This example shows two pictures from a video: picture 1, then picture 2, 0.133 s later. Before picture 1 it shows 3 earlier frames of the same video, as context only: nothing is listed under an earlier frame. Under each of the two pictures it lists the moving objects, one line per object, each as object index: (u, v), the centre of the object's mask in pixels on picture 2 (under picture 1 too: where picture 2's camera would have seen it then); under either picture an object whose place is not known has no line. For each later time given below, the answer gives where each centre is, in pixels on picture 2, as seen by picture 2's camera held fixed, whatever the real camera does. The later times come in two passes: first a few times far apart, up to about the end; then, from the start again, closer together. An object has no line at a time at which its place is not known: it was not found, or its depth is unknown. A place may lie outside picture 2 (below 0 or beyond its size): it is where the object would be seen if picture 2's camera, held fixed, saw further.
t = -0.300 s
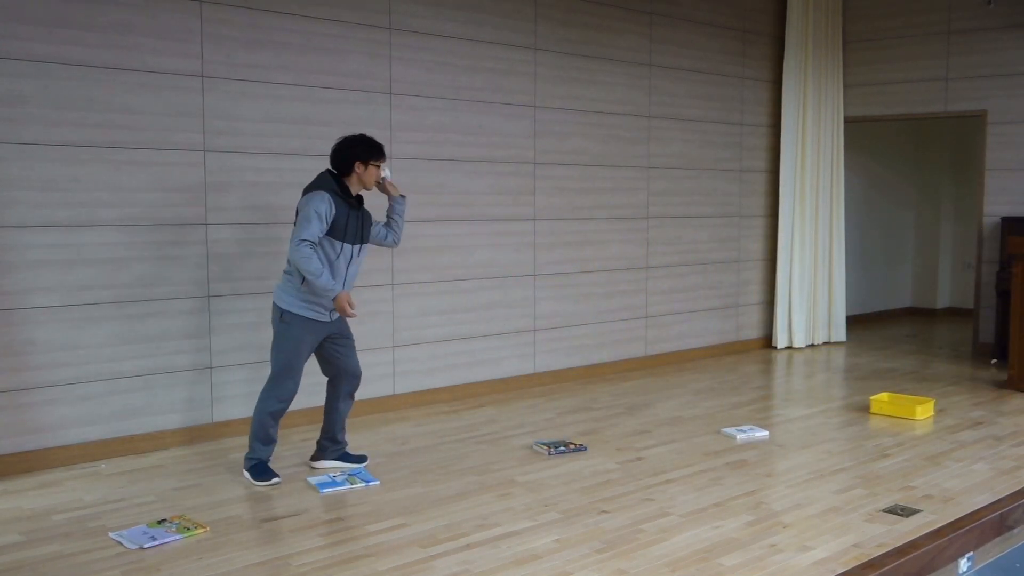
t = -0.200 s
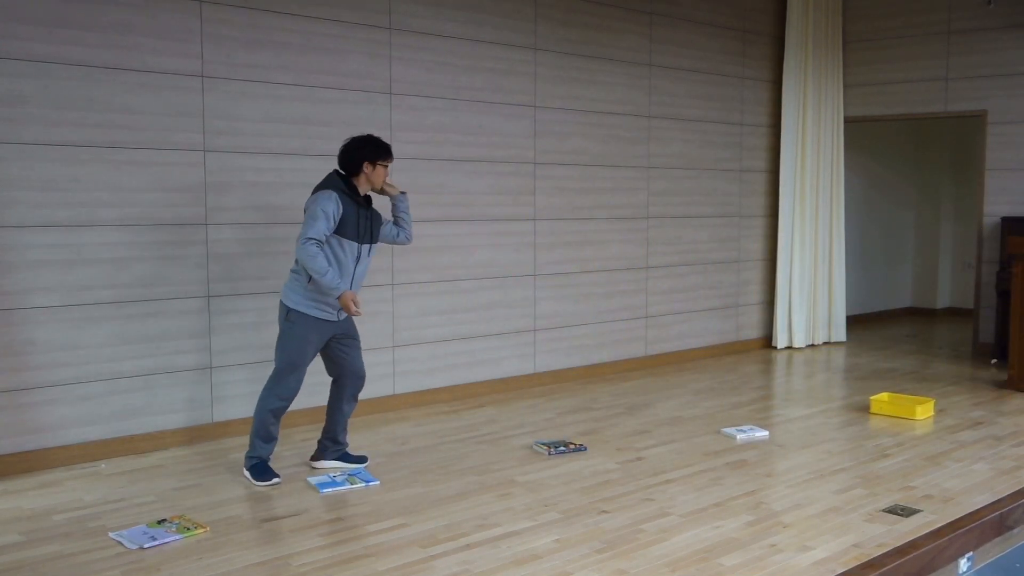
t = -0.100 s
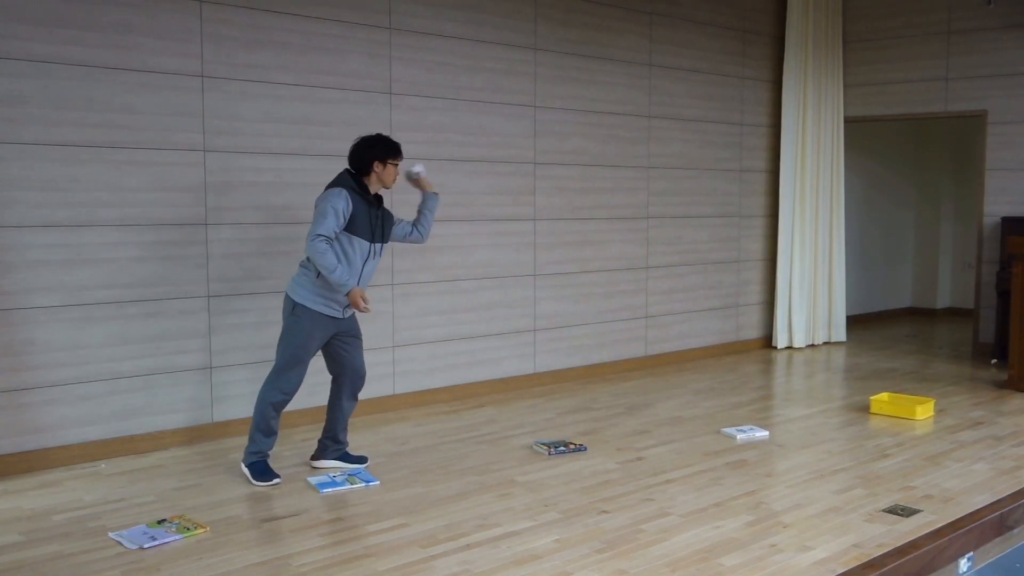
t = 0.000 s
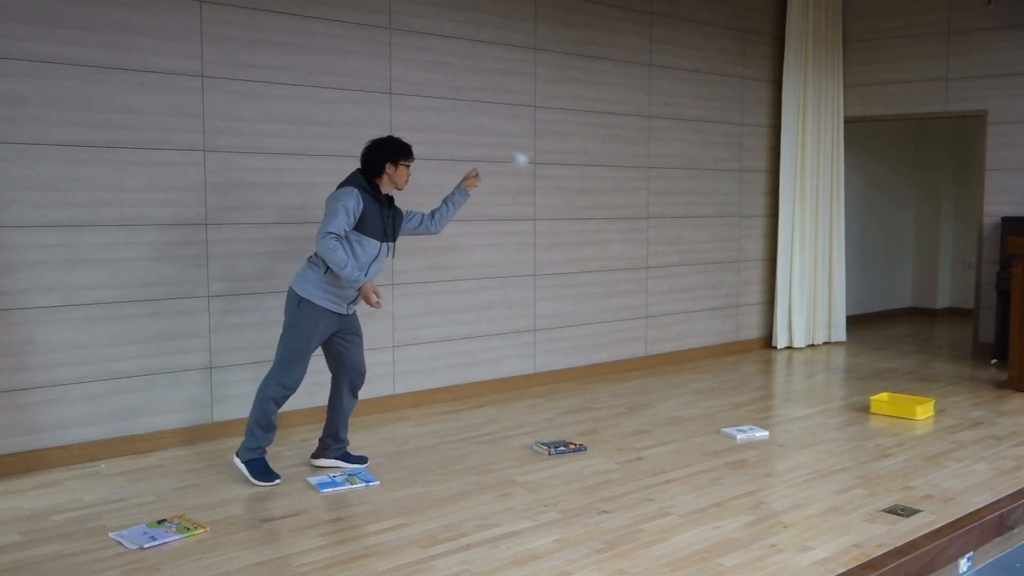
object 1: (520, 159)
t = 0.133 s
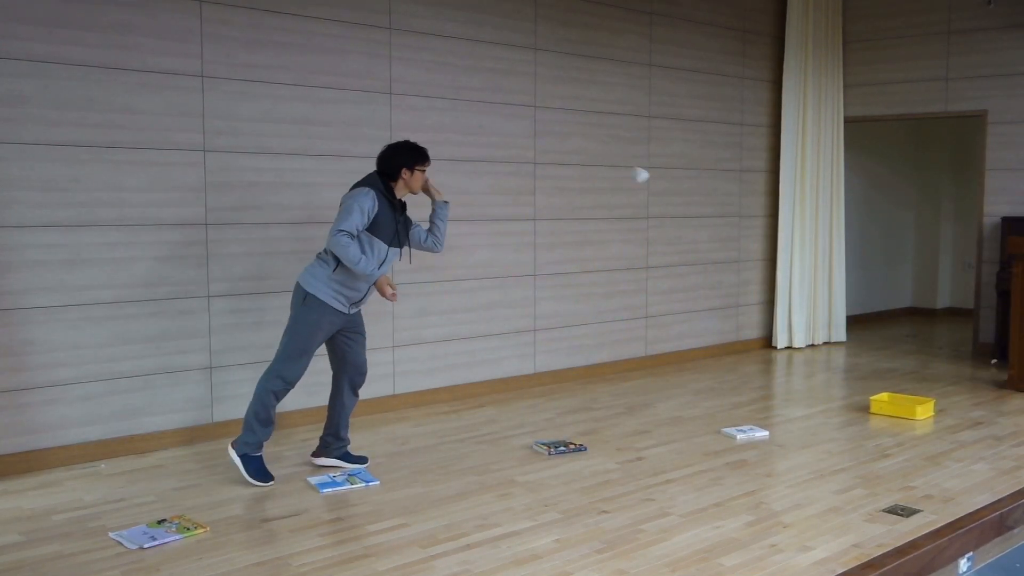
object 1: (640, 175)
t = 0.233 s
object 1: (715, 204)
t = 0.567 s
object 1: (885, 378)
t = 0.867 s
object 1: (894, 398)
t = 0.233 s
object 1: (715, 204)
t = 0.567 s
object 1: (885, 378)
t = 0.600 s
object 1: (897, 397)
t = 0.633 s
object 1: (900, 398)
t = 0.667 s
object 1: (898, 395)
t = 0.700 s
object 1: (896, 393)
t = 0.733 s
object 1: (895, 392)
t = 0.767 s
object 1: (894, 393)
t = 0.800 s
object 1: (893, 395)
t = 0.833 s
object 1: (892, 397)
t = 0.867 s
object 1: (894, 398)
